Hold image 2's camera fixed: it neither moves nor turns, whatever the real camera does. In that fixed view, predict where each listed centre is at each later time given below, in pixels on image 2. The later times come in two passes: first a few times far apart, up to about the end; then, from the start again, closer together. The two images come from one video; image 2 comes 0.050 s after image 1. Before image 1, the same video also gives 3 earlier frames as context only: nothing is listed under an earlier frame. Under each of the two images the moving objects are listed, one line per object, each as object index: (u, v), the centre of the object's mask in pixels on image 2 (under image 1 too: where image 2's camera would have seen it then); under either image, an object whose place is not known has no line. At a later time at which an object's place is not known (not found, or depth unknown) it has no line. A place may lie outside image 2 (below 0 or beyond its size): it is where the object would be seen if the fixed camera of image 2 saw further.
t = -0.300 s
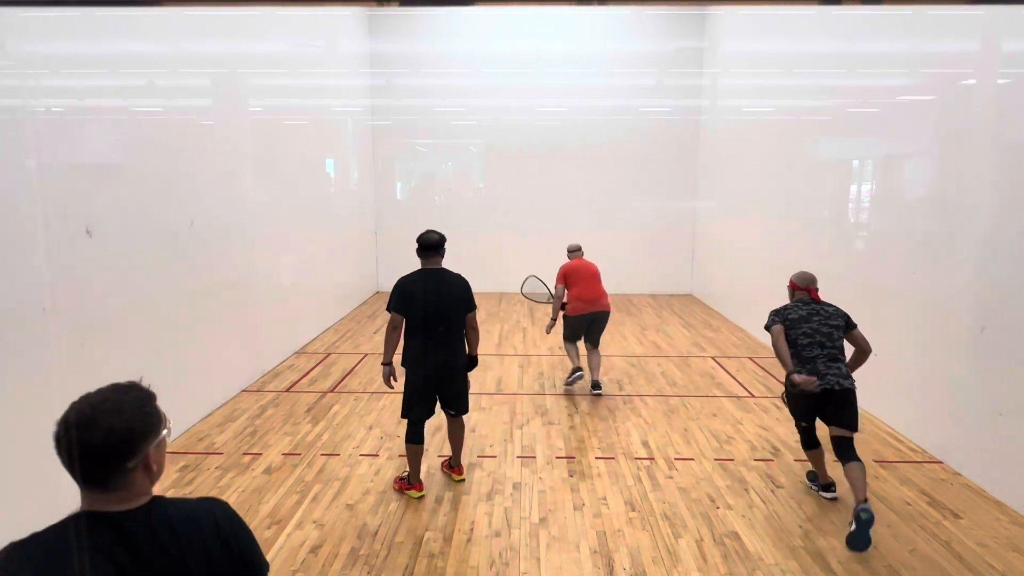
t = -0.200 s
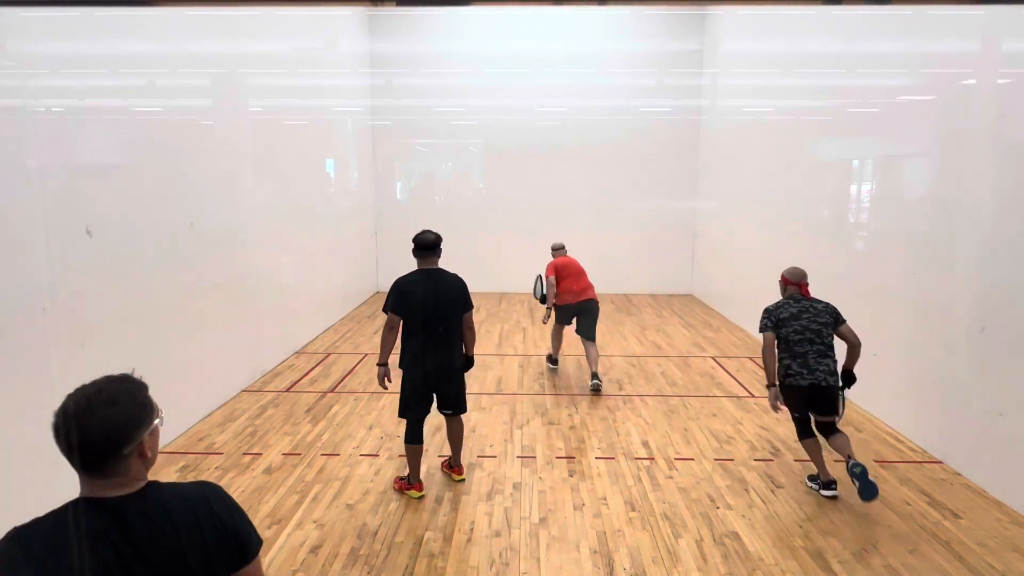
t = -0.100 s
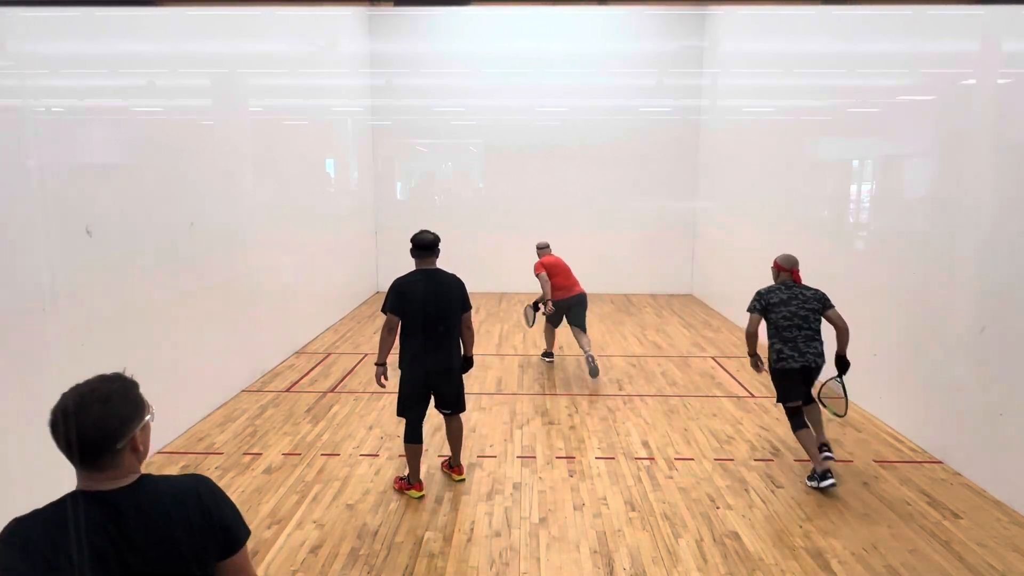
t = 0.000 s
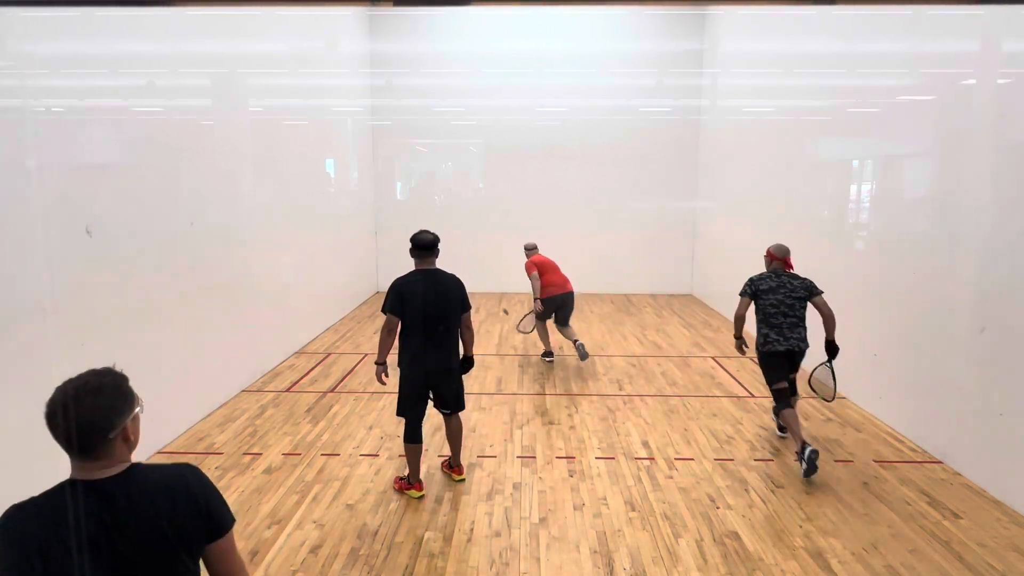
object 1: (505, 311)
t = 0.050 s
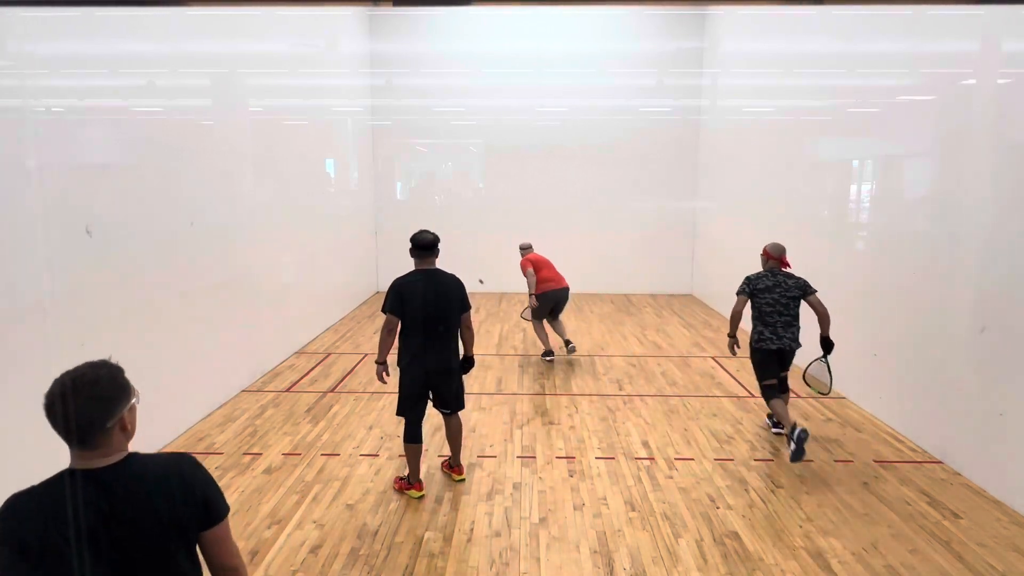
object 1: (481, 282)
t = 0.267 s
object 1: (405, 228)
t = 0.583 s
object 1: (354, 251)
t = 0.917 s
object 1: (422, 409)
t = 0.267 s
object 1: (405, 228)
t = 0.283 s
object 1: (399, 228)
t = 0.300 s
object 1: (393, 227)
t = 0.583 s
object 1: (354, 251)
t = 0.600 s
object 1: (356, 254)
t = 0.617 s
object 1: (359, 259)
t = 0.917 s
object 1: (422, 409)
